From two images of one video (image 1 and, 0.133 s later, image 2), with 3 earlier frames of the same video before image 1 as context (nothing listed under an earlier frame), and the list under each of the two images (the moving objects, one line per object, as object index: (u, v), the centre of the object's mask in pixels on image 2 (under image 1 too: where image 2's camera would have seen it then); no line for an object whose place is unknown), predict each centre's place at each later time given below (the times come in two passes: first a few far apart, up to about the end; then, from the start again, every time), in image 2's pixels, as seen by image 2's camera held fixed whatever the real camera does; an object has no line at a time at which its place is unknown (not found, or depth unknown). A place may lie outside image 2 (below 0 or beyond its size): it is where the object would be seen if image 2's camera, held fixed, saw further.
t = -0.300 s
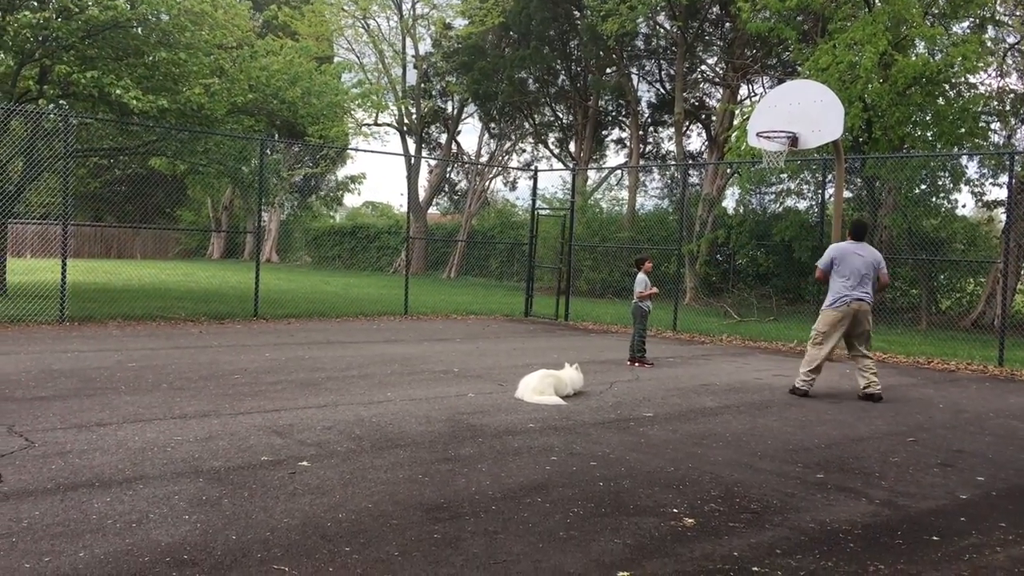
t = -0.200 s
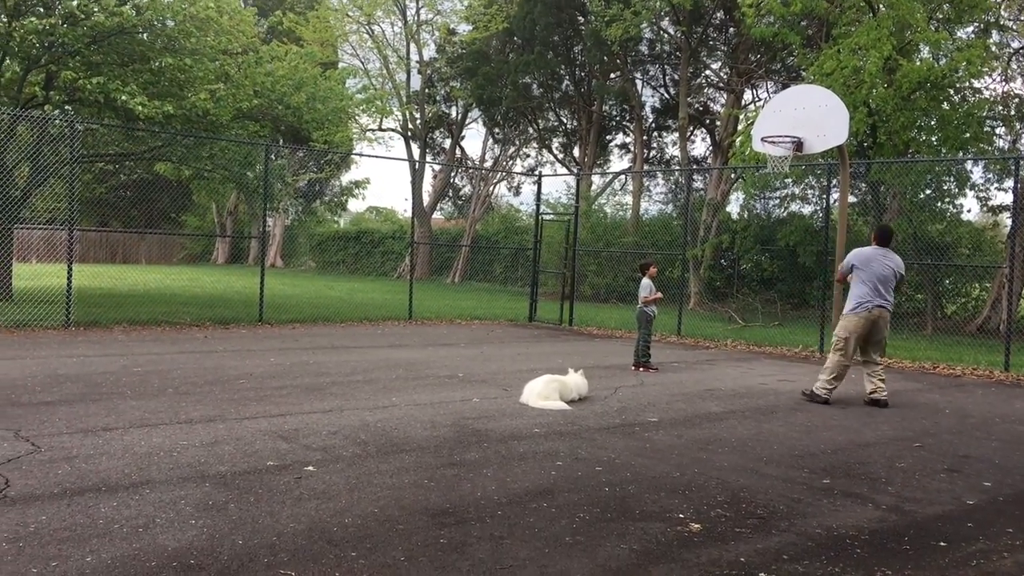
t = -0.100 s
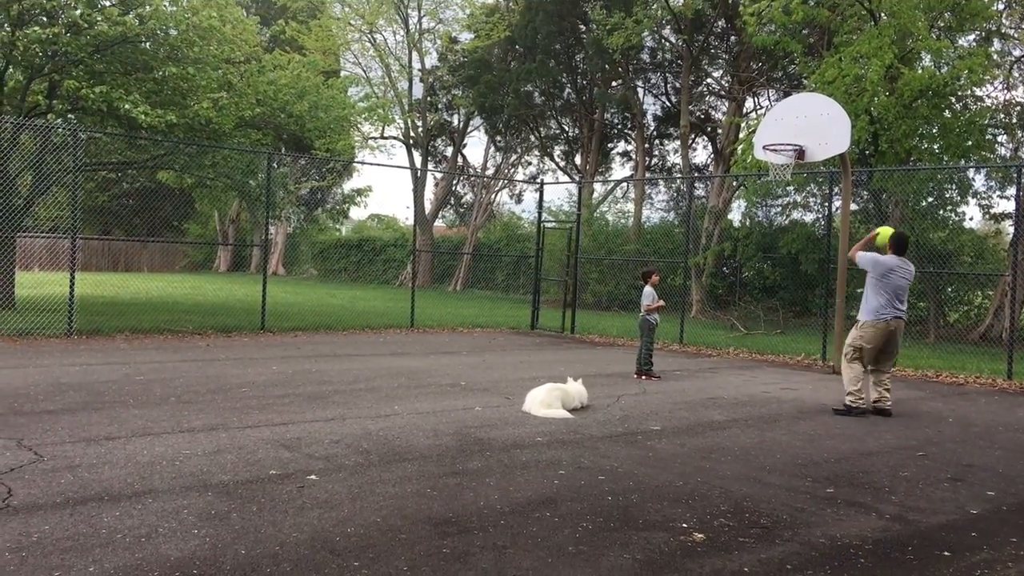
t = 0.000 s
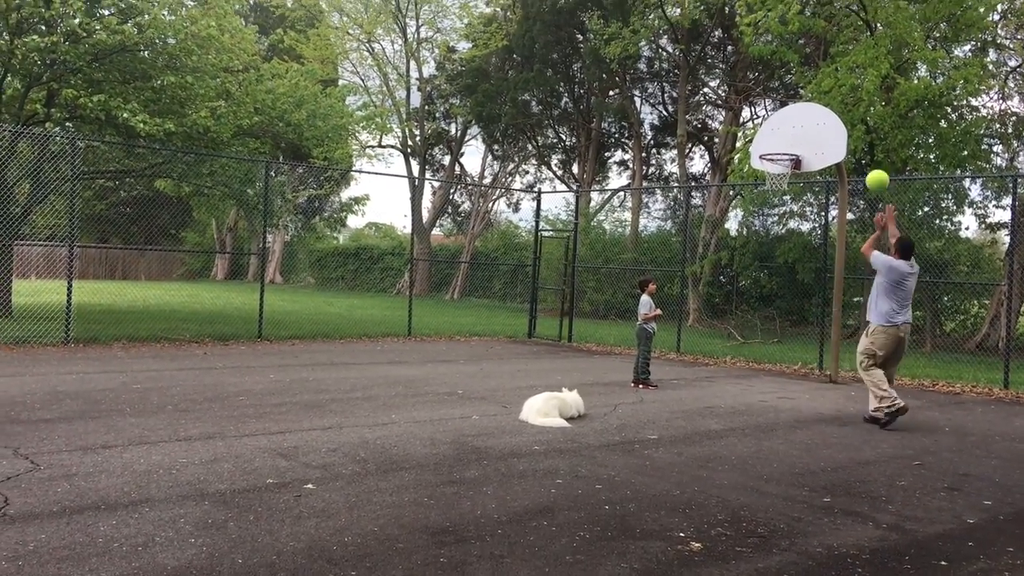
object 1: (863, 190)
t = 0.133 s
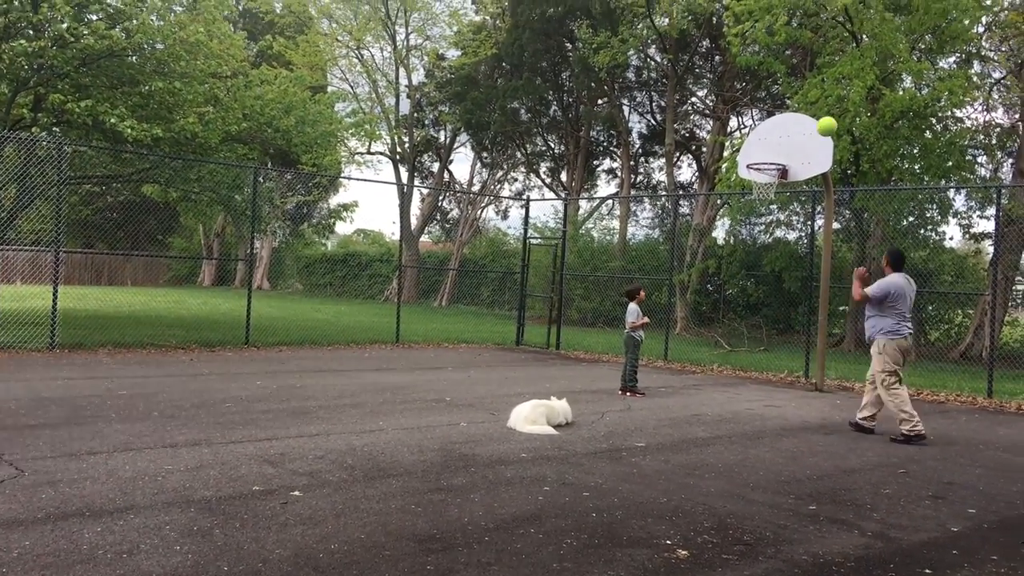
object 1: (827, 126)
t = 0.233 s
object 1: (802, 122)
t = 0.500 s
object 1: (751, 156)
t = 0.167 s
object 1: (818, 121)
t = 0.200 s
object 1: (811, 120)
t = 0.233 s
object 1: (802, 122)
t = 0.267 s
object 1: (794, 128)
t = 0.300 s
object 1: (786, 137)
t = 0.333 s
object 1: (778, 149)
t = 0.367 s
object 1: (772, 151)
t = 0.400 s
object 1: (767, 148)
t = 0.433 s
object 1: (762, 148)
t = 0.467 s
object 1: (758, 151)
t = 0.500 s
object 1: (751, 156)
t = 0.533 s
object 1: (740, 161)
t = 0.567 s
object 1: (730, 170)
